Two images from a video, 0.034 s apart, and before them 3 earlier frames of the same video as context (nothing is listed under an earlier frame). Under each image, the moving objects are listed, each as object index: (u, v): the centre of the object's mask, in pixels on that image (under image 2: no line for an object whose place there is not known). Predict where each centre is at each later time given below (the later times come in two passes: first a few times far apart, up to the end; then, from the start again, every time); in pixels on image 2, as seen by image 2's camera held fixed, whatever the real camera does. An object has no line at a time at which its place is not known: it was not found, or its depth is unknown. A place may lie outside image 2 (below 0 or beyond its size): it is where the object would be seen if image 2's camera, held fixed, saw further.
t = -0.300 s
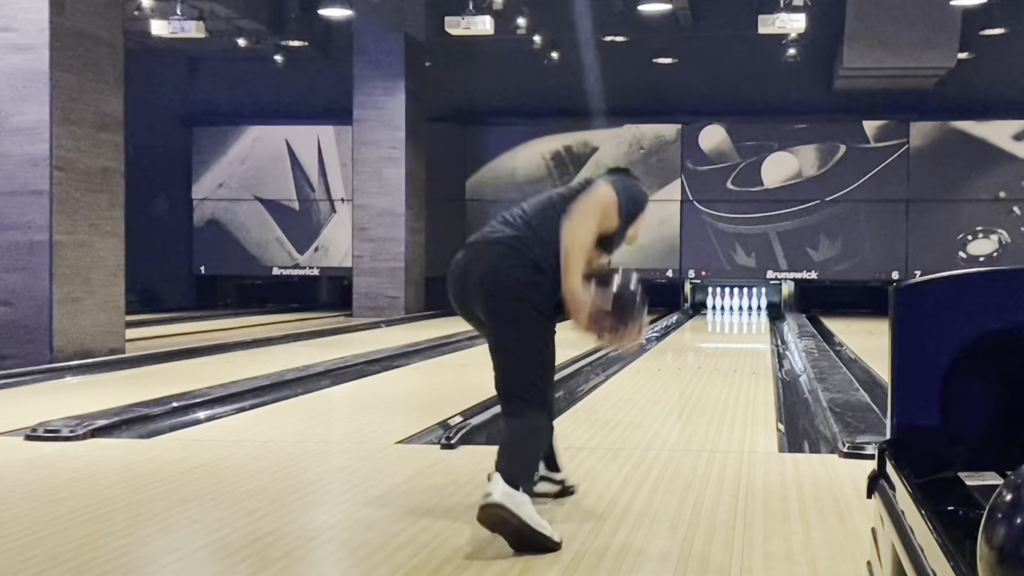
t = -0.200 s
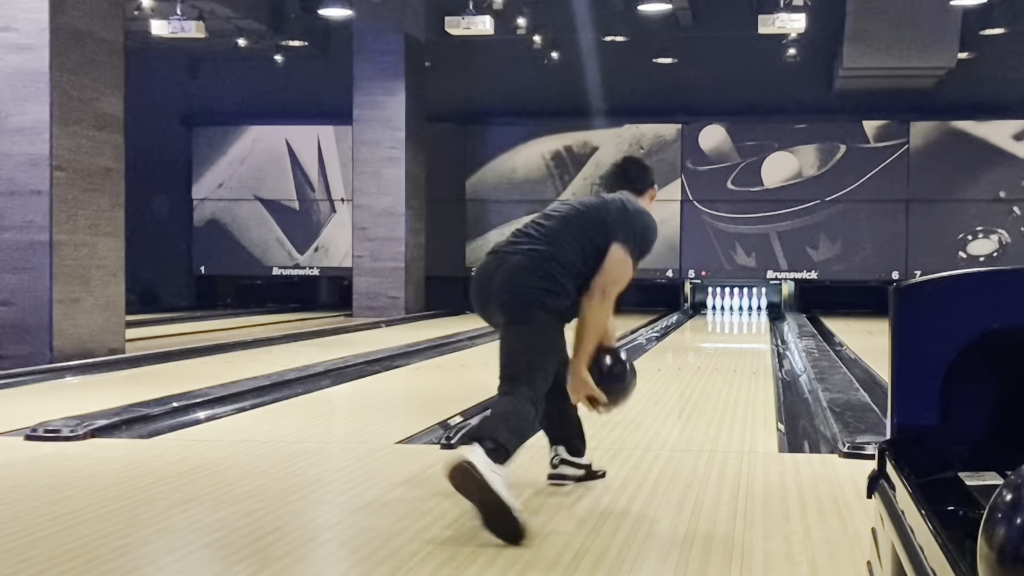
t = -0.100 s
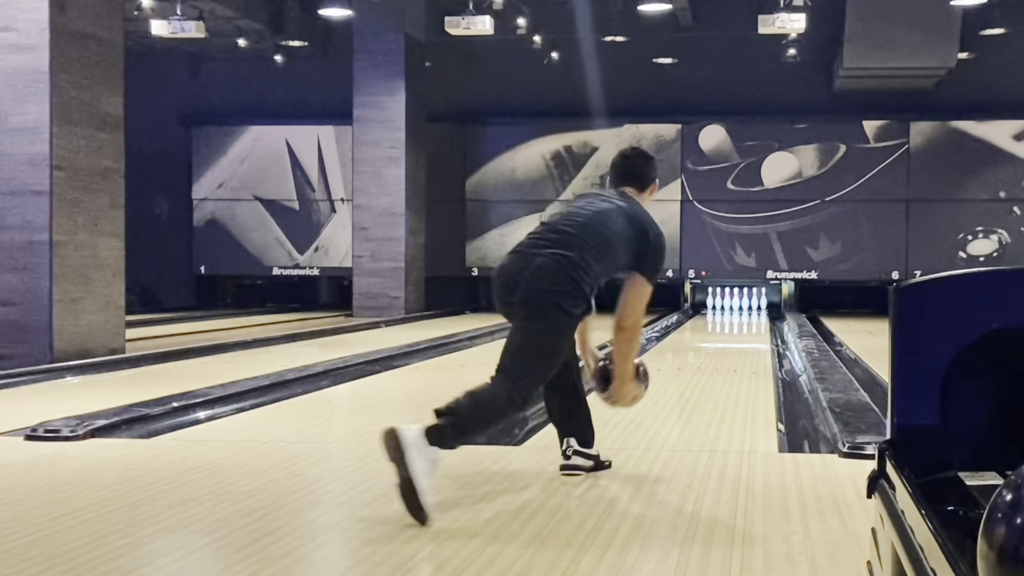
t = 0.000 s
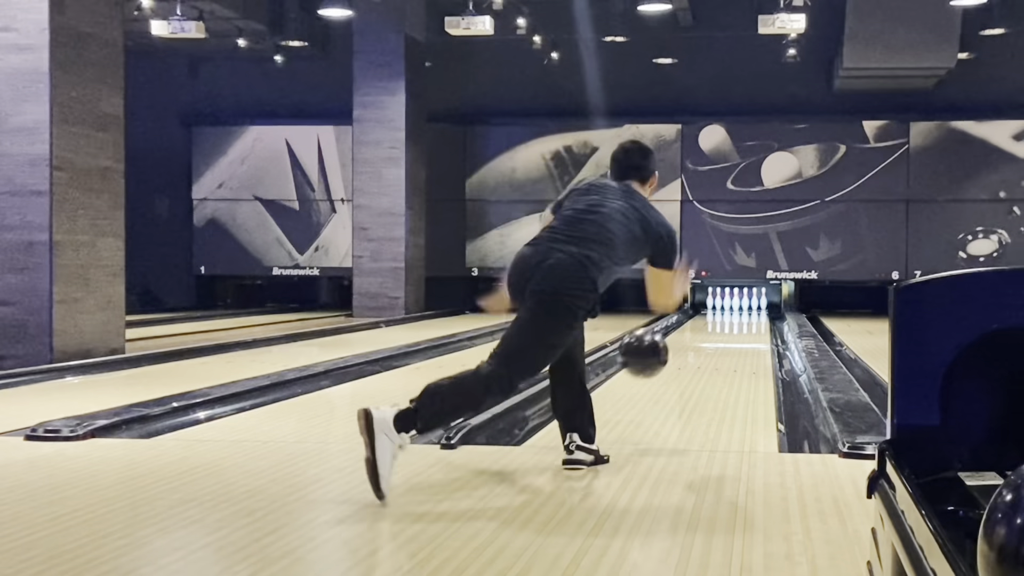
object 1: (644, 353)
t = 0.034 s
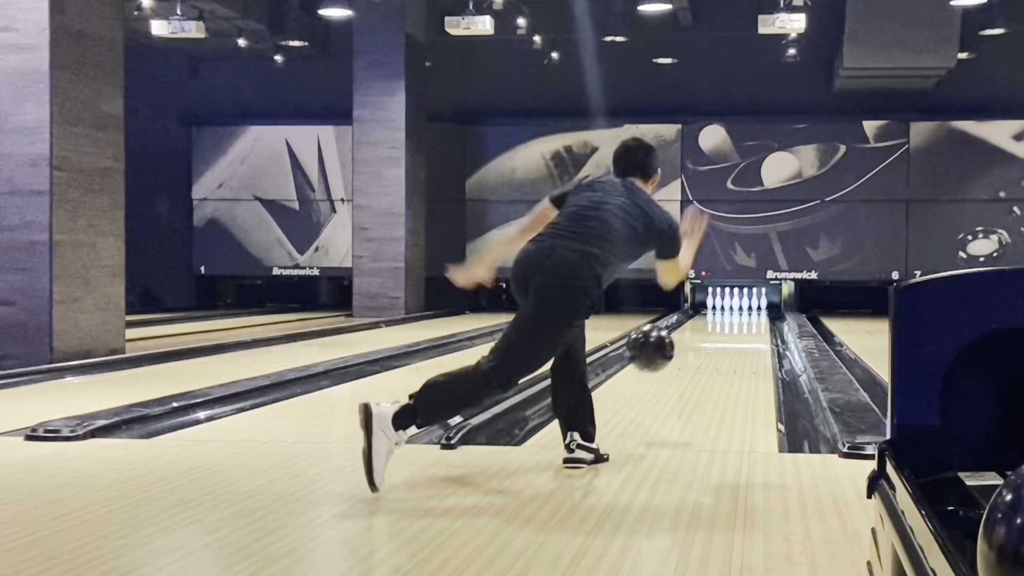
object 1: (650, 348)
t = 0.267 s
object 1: (685, 376)
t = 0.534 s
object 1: (710, 360)
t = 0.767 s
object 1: (724, 347)
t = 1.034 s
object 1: (735, 336)
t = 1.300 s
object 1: (743, 327)
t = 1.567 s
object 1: (749, 321)
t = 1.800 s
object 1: (751, 316)
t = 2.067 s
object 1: (753, 312)
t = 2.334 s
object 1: (749, 308)
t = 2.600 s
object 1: (743, 305)
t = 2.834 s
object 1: (740, 304)
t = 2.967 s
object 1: (740, 304)
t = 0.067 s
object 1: (656, 346)
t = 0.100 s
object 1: (662, 346)
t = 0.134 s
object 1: (667, 348)
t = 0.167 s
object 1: (672, 353)
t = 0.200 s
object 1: (677, 360)
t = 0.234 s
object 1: (681, 367)
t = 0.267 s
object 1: (685, 376)
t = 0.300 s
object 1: (689, 377)
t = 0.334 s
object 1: (692, 371)
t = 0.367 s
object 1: (696, 367)
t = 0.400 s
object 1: (699, 366)
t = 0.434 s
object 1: (702, 367)
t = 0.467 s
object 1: (705, 364)
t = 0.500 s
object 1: (707, 362)
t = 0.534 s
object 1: (710, 360)
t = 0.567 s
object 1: (712, 357)
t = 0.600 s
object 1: (714, 356)
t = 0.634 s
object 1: (716, 353)
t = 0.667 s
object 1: (718, 352)
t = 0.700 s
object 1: (720, 350)
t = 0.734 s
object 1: (722, 348)
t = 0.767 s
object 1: (724, 347)
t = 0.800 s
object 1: (726, 345)
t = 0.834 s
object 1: (727, 344)
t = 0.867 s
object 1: (729, 343)
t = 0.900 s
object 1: (730, 341)
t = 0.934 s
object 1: (732, 340)
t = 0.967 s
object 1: (733, 338)
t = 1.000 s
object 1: (734, 337)
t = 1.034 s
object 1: (735, 336)
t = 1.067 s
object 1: (736, 334)
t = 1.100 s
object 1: (737, 333)
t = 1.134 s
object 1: (739, 332)
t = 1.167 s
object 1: (740, 331)
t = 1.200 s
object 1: (741, 330)
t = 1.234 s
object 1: (741, 329)
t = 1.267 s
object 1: (742, 328)
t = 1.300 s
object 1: (743, 327)
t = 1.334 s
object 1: (744, 326)
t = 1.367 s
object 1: (745, 326)
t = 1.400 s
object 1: (745, 324)
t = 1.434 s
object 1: (746, 324)
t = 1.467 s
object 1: (747, 323)
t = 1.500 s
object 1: (747, 322)
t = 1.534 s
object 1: (748, 321)
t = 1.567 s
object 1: (749, 321)
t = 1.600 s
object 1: (749, 320)
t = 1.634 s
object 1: (750, 319)
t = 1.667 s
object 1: (750, 318)
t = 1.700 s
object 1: (751, 318)
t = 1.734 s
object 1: (751, 317)
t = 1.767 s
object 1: (751, 317)
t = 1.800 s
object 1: (751, 316)
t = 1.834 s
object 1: (752, 315)
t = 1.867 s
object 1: (752, 314)
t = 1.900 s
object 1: (752, 314)
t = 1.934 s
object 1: (753, 313)
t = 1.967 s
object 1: (753, 313)
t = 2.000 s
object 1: (753, 312)
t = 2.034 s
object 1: (753, 312)
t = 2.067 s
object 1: (753, 312)
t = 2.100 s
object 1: (753, 311)
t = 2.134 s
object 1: (753, 311)
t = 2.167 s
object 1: (752, 310)
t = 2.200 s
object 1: (752, 310)
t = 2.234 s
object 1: (751, 310)
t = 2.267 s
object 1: (751, 309)
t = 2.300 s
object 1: (750, 309)
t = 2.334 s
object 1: (749, 308)
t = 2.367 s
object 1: (748, 308)
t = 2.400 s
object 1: (748, 308)
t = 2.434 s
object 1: (747, 307)
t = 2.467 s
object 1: (746, 307)
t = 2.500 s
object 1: (745, 307)
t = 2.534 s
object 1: (744, 306)
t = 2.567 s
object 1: (743, 306)
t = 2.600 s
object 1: (743, 305)
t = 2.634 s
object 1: (741, 305)
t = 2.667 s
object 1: (740, 305)
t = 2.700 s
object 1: (740, 305)
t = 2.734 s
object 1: (741, 305)
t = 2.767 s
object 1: (740, 305)
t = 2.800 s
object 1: (740, 304)
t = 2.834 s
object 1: (740, 304)
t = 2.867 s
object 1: (740, 304)
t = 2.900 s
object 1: (740, 304)
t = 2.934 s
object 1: (740, 304)
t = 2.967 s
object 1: (740, 304)
